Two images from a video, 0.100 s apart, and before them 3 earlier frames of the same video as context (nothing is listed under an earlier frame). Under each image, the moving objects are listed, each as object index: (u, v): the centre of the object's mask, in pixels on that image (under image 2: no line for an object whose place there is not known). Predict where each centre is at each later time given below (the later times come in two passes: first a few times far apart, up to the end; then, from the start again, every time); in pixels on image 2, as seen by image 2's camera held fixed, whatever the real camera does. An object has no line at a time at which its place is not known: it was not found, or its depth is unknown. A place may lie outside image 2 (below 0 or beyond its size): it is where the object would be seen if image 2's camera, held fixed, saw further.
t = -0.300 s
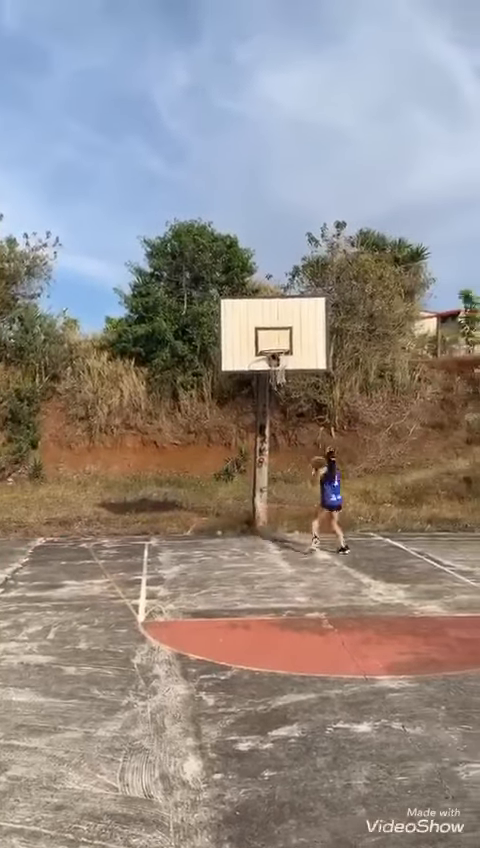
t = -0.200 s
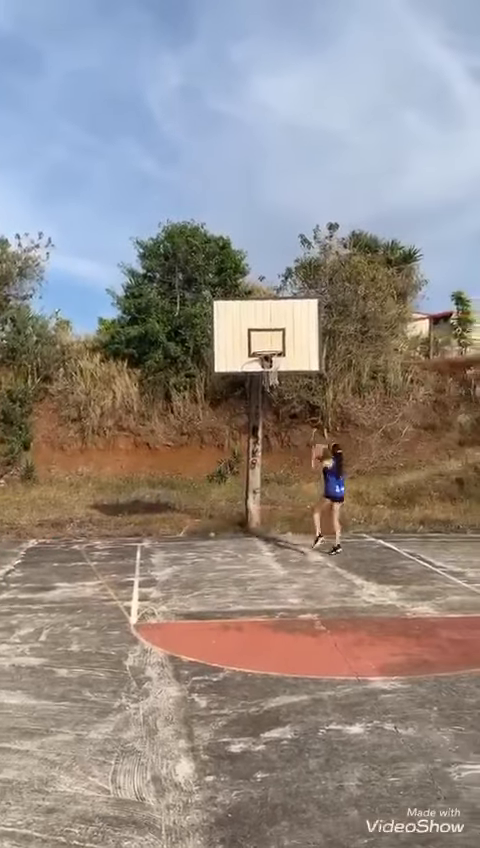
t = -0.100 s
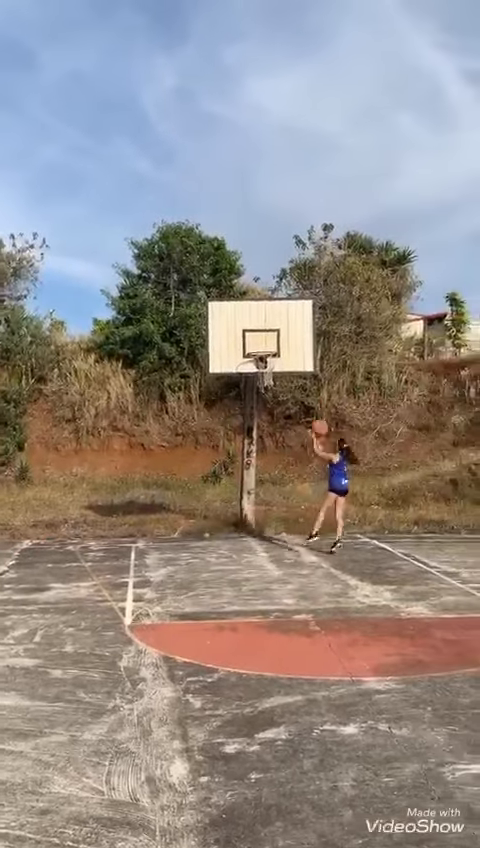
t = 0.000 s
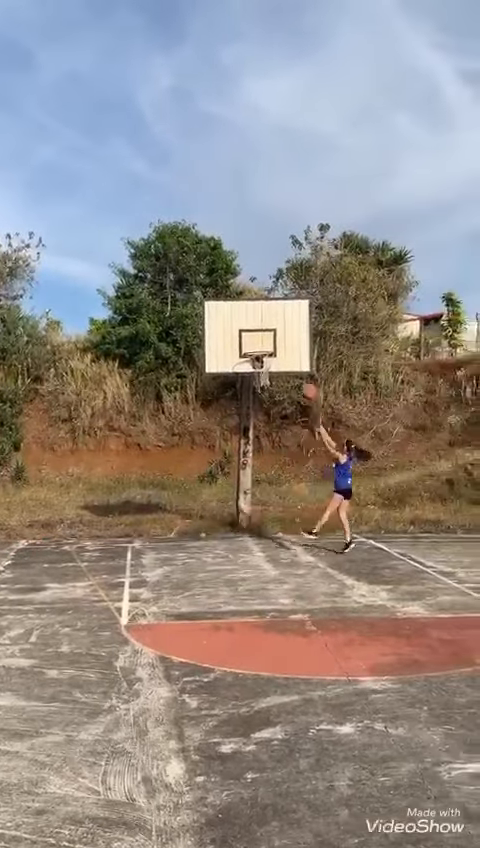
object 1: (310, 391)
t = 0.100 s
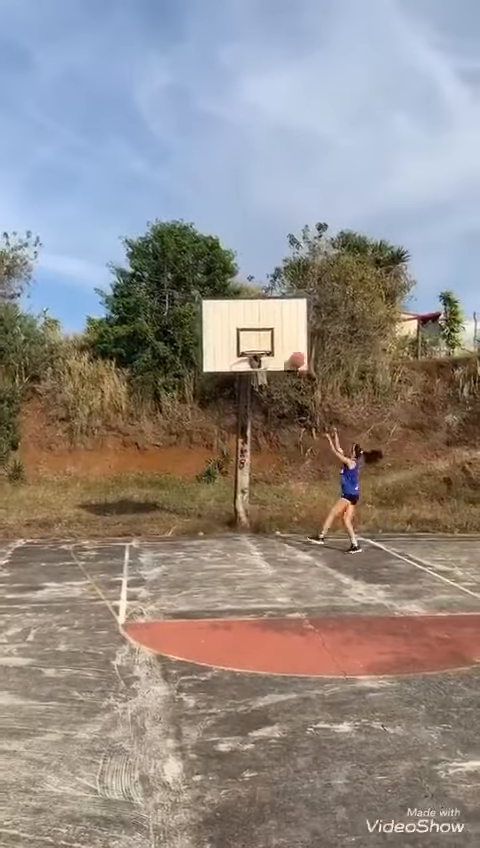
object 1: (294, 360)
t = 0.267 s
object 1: (282, 324)
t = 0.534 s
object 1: (265, 311)
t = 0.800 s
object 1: (252, 335)
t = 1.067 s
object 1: (272, 360)
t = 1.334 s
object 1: (268, 361)
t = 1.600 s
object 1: (268, 360)
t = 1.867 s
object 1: (266, 361)
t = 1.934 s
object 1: (266, 362)
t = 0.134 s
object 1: (292, 352)
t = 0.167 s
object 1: (290, 344)
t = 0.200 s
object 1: (287, 336)
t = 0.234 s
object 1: (285, 330)
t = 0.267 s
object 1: (282, 324)
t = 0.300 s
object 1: (280, 320)
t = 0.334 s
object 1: (278, 317)
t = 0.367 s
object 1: (276, 314)
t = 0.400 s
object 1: (273, 312)
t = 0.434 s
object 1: (271, 311)
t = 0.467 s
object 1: (268, 311)
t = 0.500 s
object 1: (266, 311)
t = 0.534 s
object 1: (265, 311)
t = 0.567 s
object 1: (266, 308)
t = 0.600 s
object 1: (264, 309)
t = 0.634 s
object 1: (262, 311)
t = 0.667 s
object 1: (260, 315)
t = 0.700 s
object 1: (258, 318)
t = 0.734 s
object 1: (256, 323)
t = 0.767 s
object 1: (254, 329)
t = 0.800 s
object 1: (252, 335)
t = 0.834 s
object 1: (250, 343)
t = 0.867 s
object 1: (249, 348)
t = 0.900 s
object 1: (255, 349)
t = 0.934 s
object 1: (260, 354)
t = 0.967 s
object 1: (267, 359)
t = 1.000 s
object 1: (268, 361)
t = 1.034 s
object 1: (270, 361)
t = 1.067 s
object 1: (272, 360)
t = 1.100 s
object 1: (272, 360)
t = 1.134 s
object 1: (272, 360)
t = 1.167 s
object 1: (271, 361)
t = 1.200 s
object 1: (270, 360)
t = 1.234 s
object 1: (269, 360)
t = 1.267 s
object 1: (269, 361)
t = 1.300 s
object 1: (268, 361)
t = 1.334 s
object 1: (268, 361)
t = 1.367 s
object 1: (267, 361)
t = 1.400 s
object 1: (267, 361)
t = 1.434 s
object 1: (267, 361)
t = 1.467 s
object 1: (267, 361)
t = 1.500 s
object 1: (266, 361)
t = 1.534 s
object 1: (267, 361)
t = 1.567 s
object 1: (268, 361)
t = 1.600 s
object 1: (268, 360)
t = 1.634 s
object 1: (268, 360)
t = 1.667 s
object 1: (268, 360)
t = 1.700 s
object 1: (267, 360)
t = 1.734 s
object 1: (267, 360)
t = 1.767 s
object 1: (267, 361)
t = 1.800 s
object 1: (267, 361)
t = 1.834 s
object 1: (267, 361)
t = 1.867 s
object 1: (266, 361)
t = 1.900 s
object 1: (266, 362)
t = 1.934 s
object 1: (266, 362)
